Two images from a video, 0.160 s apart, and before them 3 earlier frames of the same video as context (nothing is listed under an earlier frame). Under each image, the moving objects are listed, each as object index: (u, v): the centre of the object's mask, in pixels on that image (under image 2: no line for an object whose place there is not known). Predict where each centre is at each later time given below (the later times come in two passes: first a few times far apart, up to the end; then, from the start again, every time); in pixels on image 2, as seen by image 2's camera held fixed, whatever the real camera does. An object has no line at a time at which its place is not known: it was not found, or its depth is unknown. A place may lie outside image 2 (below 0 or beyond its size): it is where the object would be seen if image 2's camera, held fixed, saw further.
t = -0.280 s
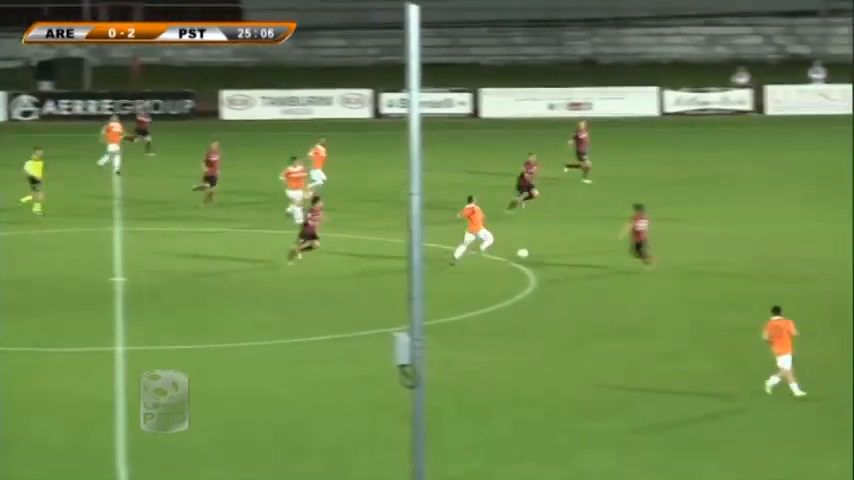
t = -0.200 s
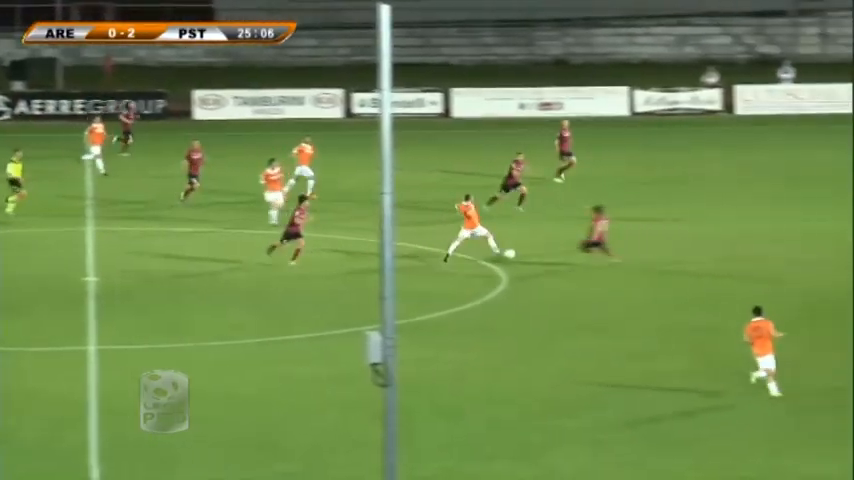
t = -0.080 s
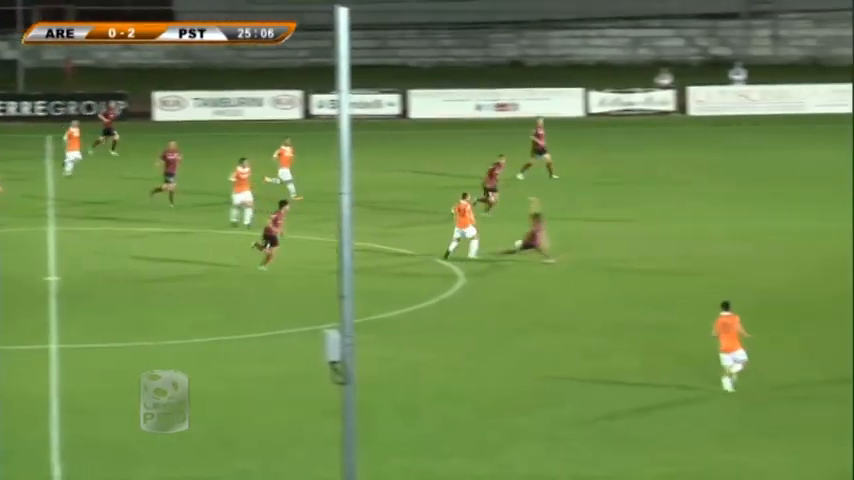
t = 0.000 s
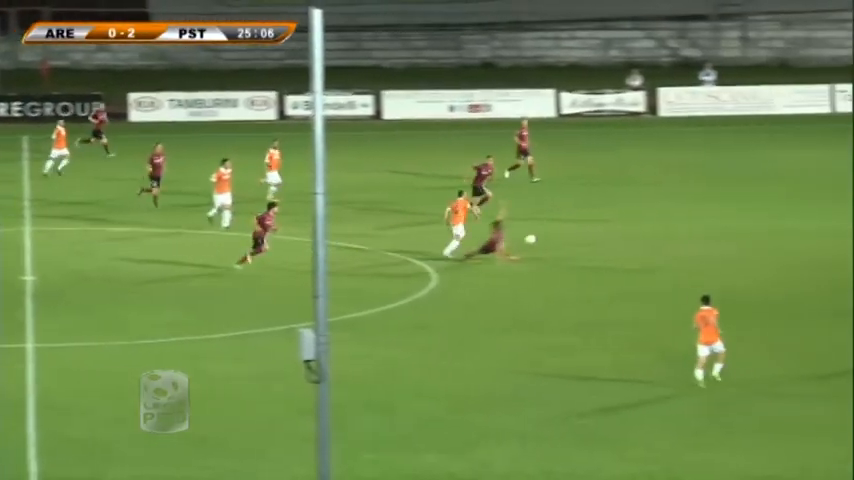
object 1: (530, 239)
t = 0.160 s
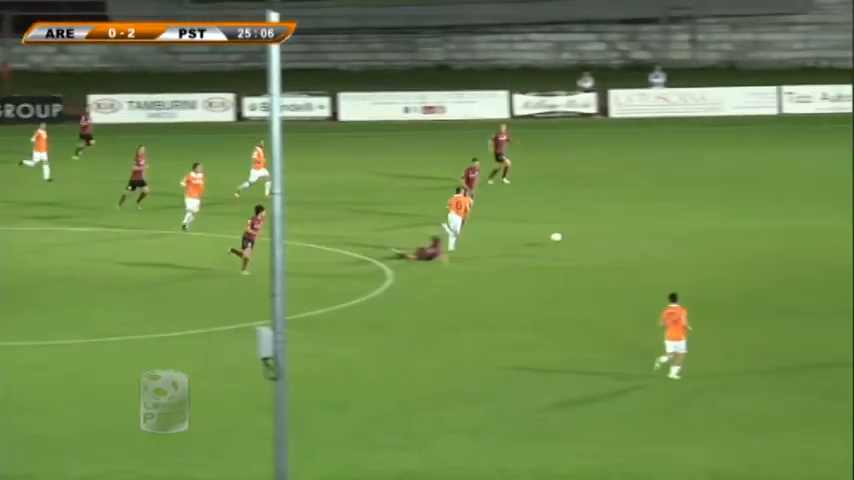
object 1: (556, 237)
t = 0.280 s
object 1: (605, 238)
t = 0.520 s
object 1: (687, 231)
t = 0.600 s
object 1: (714, 233)
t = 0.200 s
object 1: (573, 238)
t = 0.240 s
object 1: (590, 239)
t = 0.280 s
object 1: (605, 238)
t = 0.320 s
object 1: (619, 235)
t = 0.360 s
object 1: (633, 233)
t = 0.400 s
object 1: (647, 231)
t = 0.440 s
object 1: (661, 231)
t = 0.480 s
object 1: (674, 230)
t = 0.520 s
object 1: (687, 231)
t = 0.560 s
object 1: (701, 232)
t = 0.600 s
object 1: (714, 233)
